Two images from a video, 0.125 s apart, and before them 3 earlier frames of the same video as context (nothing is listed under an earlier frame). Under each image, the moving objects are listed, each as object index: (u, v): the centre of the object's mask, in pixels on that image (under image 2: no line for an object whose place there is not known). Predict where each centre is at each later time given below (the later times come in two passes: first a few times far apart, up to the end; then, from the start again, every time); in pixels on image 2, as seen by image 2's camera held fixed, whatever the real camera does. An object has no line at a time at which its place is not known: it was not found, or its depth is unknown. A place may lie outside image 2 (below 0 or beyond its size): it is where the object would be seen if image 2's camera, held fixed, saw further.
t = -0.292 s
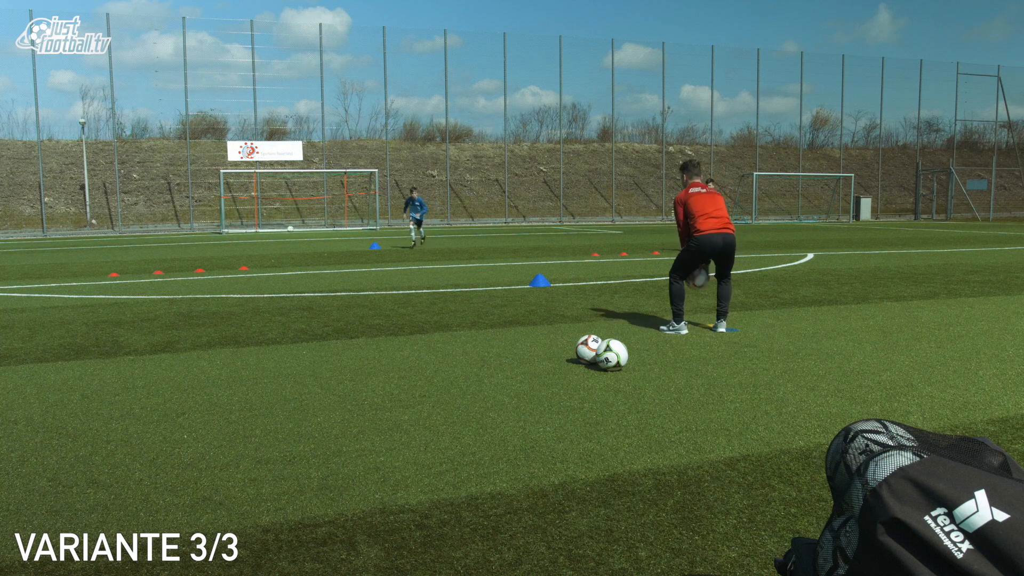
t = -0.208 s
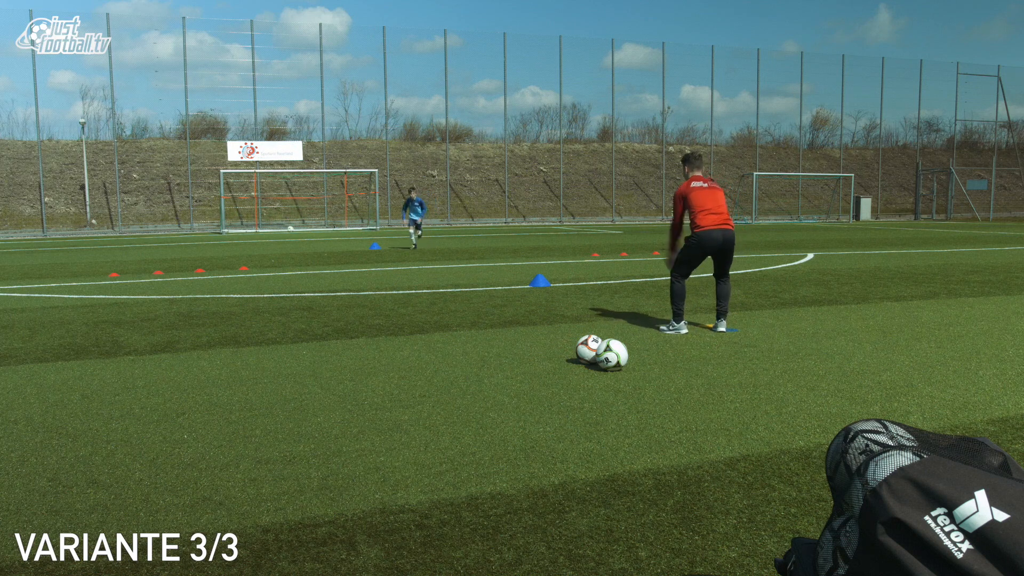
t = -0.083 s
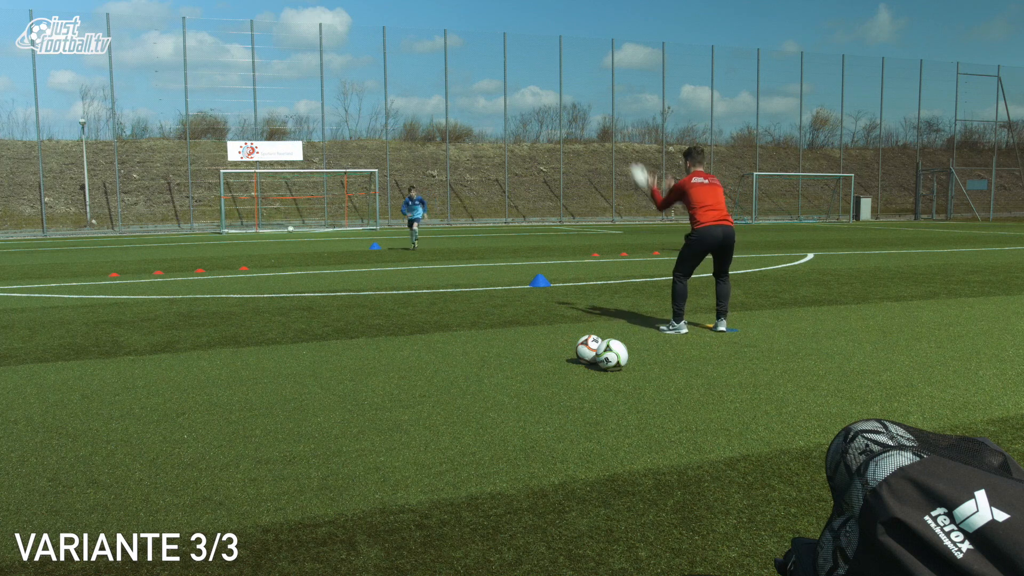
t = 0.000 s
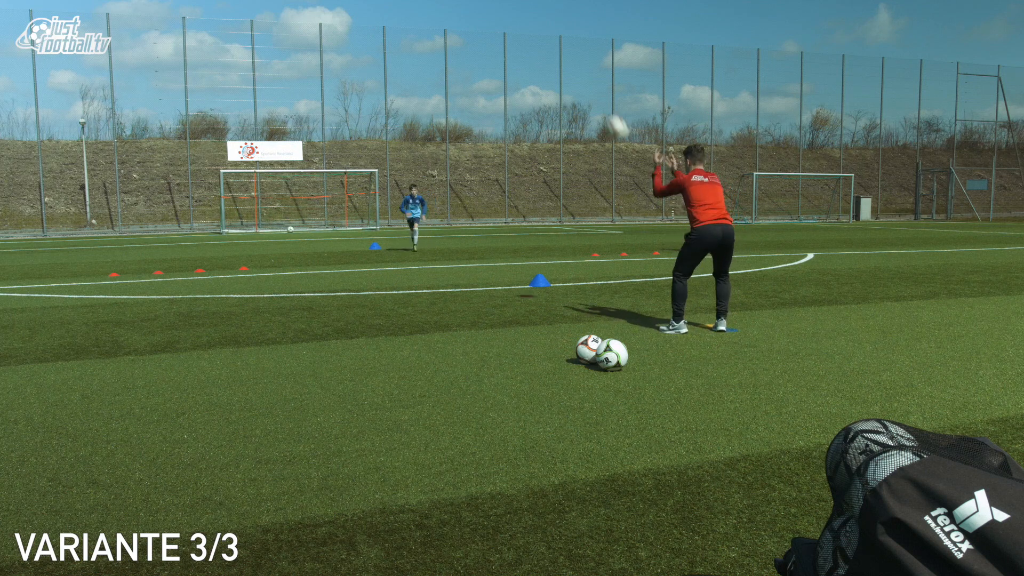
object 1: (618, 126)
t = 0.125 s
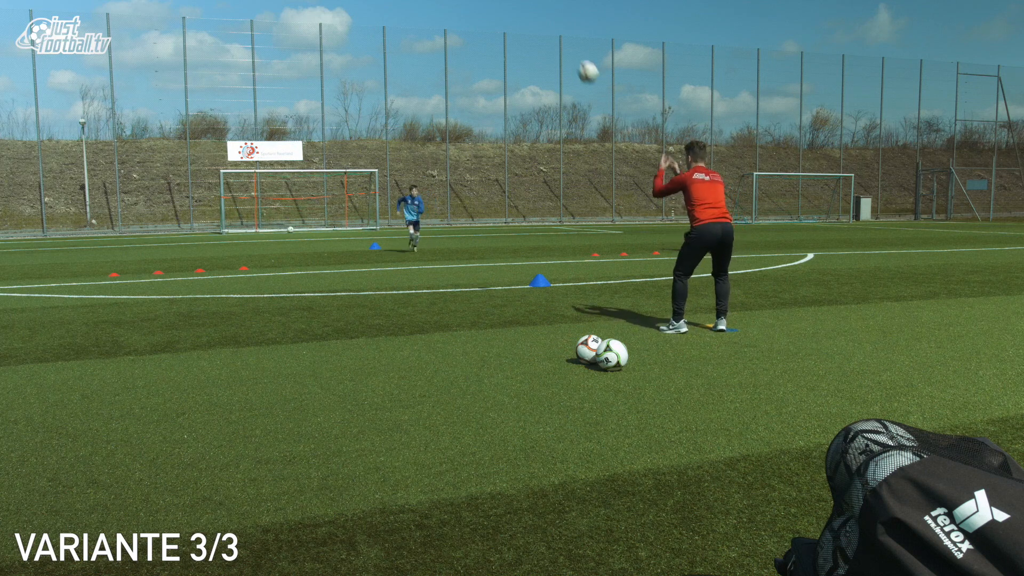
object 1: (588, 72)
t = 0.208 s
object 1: (570, 45)
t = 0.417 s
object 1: (530, 15)
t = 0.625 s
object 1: (495, 25)
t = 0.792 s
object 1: (470, 58)
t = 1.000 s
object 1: (442, 123)
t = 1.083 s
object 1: (433, 155)
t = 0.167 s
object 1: (579, 57)
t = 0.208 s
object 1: (570, 45)
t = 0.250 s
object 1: (562, 35)
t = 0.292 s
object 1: (553, 27)
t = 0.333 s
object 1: (546, 21)
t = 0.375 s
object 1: (538, 17)
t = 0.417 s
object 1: (530, 15)
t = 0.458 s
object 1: (523, 14)
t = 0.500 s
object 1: (516, 14)
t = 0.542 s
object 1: (509, 17)
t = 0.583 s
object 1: (502, 20)
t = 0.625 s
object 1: (495, 25)
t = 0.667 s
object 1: (489, 31)
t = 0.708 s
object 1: (482, 39)
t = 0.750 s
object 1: (476, 48)
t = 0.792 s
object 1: (470, 58)
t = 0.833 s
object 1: (463, 69)
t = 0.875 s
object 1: (458, 81)
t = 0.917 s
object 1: (452, 94)
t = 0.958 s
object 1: (447, 109)
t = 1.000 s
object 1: (442, 123)
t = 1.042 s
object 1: (437, 139)
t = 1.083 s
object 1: (433, 155)
